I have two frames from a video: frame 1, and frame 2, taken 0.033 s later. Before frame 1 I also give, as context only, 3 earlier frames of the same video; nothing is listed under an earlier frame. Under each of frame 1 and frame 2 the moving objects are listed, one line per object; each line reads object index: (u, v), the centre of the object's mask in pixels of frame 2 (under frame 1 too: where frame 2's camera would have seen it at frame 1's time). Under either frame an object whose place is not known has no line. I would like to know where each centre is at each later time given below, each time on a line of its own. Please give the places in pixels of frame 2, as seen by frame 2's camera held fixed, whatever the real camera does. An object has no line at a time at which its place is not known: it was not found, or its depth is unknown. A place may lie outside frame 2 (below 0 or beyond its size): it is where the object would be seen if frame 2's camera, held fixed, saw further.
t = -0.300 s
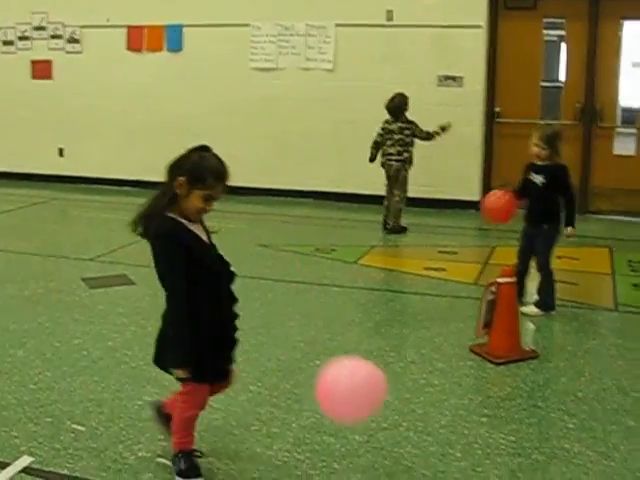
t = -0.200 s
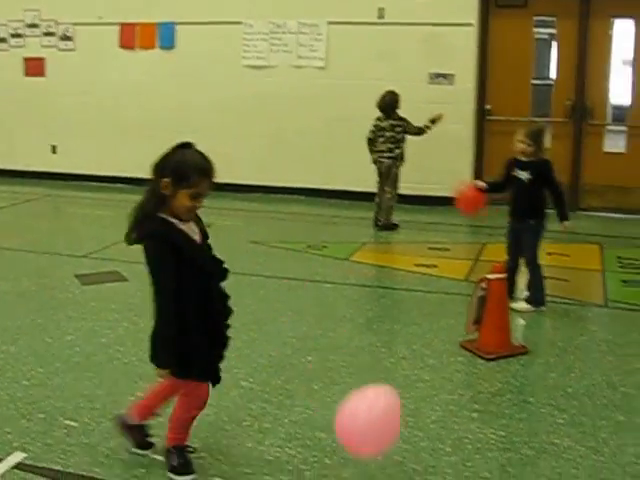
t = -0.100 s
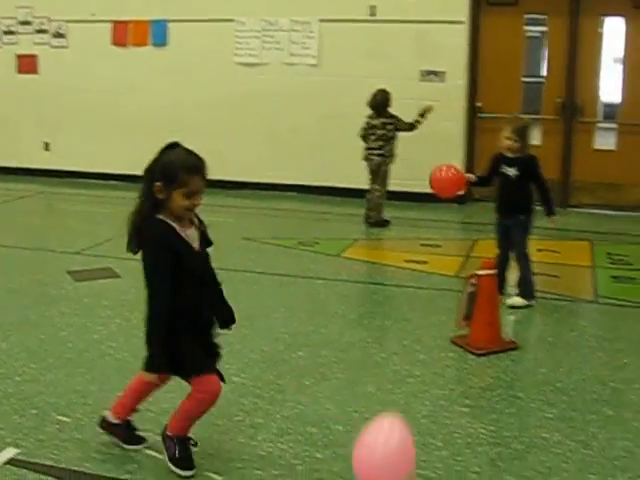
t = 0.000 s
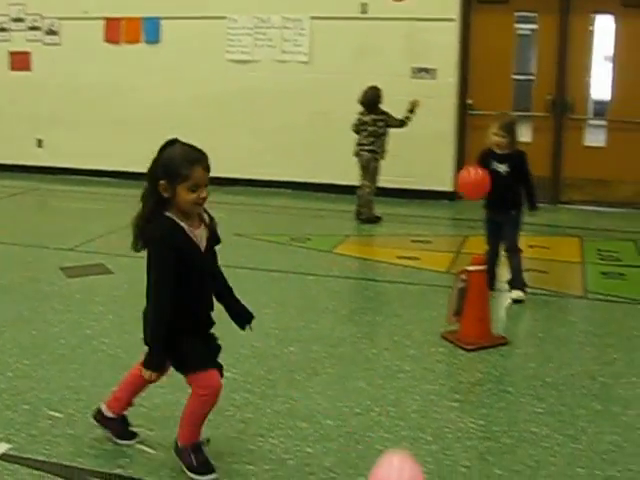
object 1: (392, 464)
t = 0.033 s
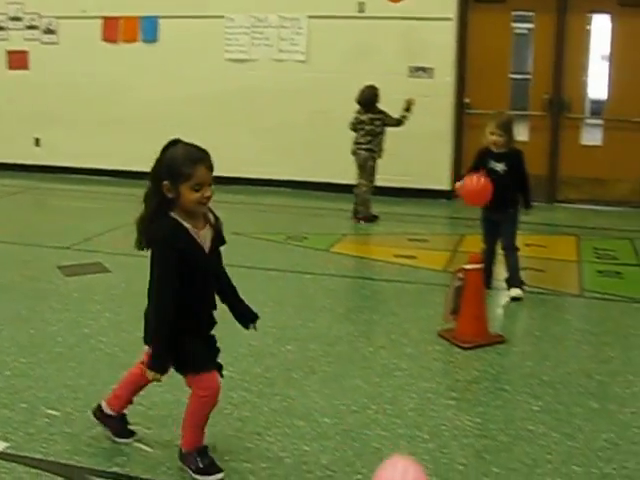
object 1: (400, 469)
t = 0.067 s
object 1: (407, 468)
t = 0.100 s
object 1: (413, 467)
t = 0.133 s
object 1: (417, 464)
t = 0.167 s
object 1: (423, 461)
